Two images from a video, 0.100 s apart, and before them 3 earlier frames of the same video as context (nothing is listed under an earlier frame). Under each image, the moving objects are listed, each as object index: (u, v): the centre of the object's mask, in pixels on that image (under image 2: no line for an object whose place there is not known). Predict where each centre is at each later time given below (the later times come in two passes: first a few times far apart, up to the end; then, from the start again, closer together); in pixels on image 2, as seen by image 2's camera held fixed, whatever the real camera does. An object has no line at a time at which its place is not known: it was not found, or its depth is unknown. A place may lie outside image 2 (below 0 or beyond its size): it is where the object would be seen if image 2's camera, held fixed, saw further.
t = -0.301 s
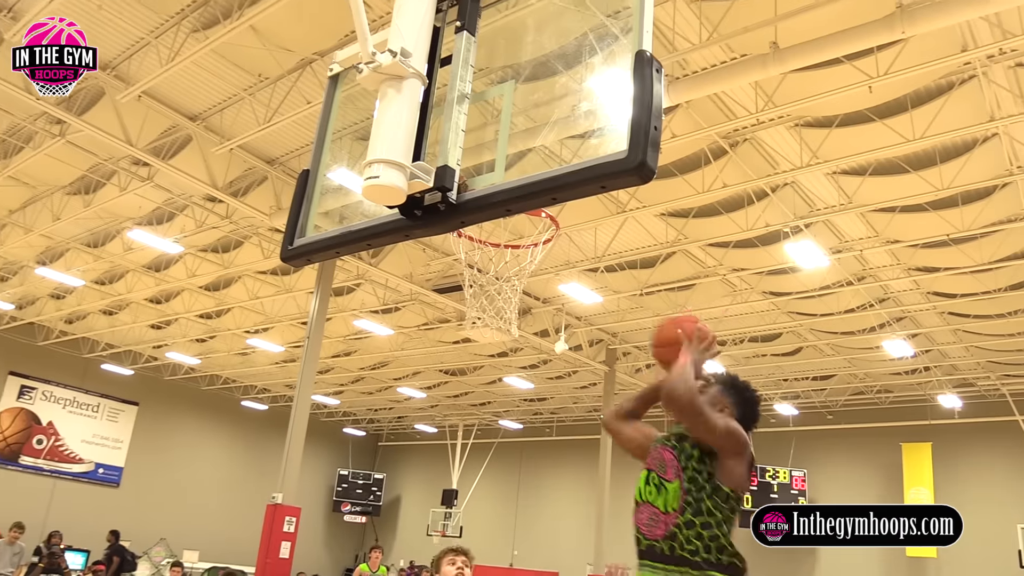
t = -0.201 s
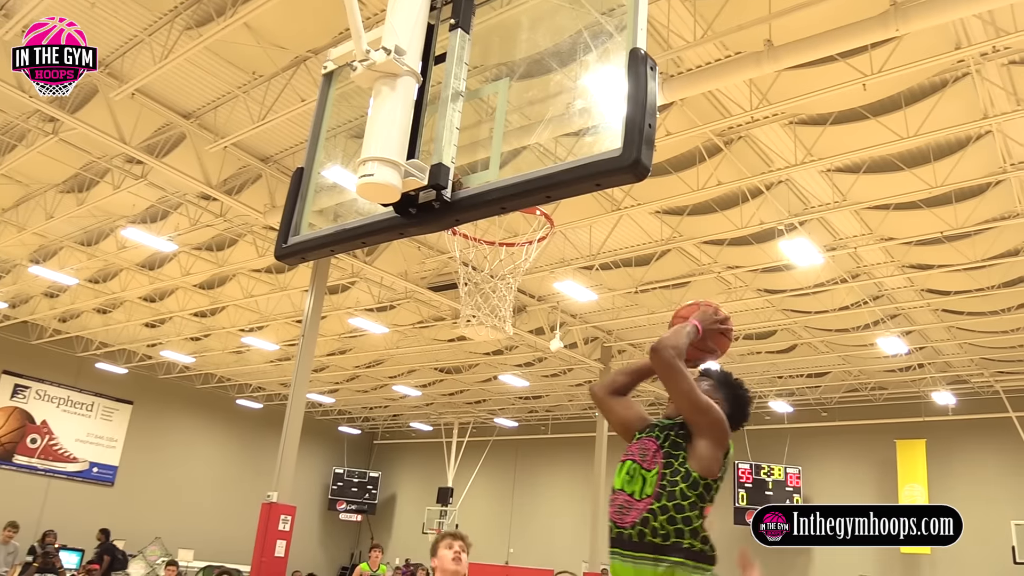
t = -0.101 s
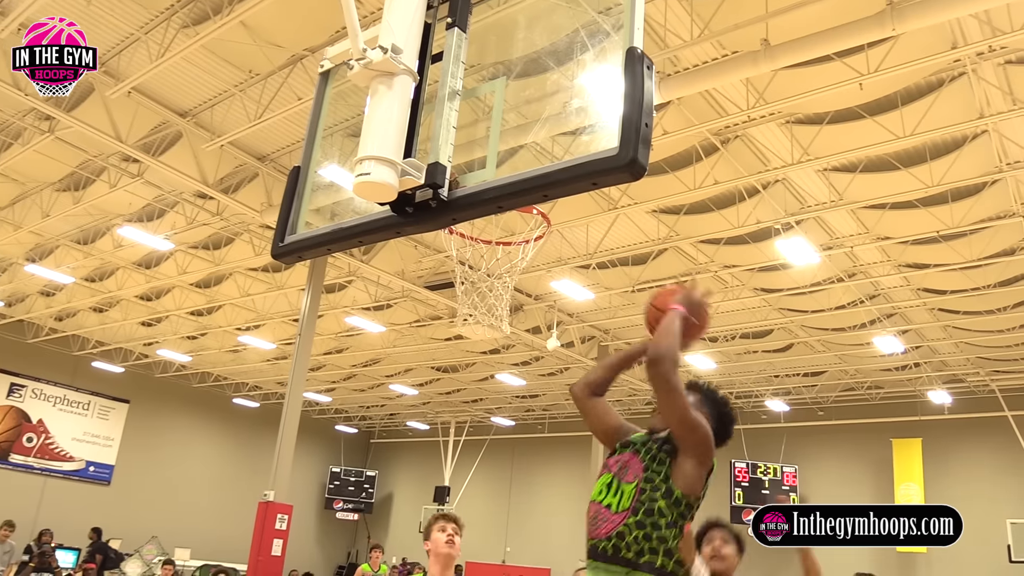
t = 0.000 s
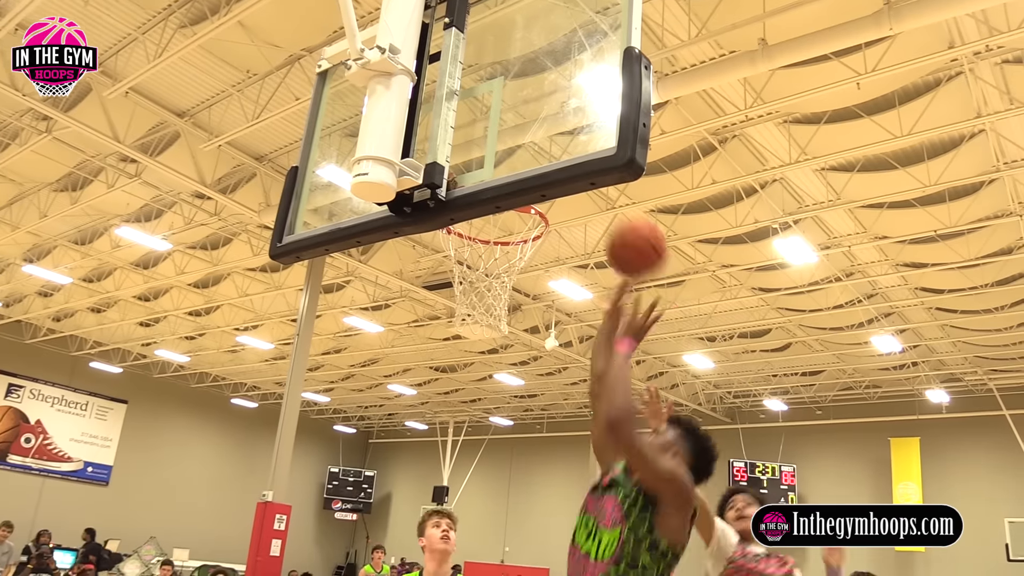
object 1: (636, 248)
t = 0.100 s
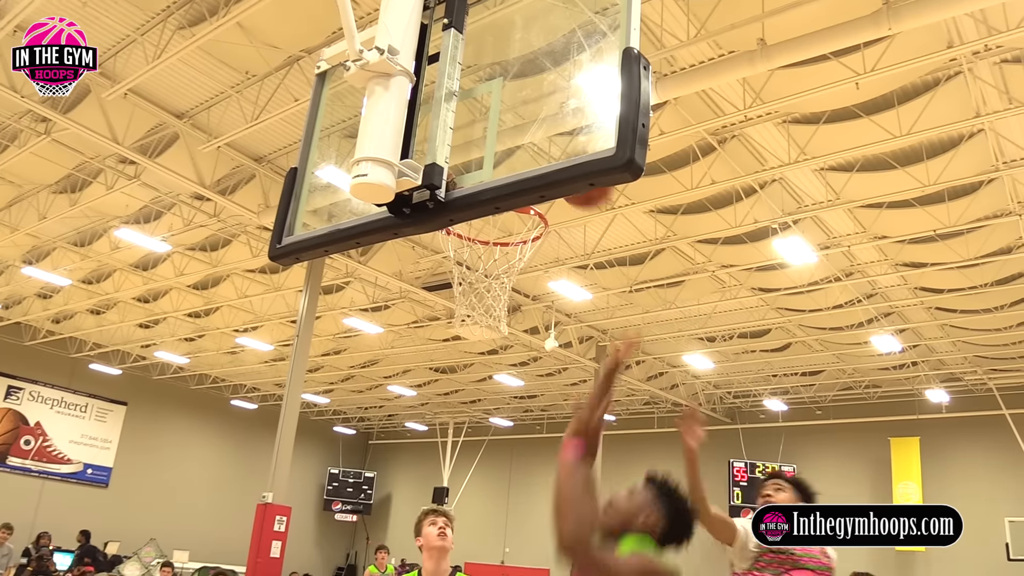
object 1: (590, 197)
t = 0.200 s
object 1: (537, 133)
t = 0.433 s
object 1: (481, 153)
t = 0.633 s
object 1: (498, 255)
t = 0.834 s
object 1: (531, 285)
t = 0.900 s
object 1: (531, 286)
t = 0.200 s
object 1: (537, 133)
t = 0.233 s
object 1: (522, 123)
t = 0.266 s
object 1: (508, 115)
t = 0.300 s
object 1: (489, 112)
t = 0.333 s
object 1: (488, 120)
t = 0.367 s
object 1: (487, 129)
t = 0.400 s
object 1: (484, 141)
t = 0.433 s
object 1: (481, 153)
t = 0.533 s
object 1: (480, 225)
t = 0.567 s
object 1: (476, 235)
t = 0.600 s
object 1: (486, 241)
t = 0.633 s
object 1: (498, 255)
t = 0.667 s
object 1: (510, 269)
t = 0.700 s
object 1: (520, 275)
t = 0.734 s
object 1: (528, 277)
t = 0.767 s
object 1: (532, 275)
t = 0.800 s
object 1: (534, 274)
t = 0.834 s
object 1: (531, 285)
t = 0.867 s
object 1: (531, 284)
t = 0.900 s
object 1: (531, 286)
